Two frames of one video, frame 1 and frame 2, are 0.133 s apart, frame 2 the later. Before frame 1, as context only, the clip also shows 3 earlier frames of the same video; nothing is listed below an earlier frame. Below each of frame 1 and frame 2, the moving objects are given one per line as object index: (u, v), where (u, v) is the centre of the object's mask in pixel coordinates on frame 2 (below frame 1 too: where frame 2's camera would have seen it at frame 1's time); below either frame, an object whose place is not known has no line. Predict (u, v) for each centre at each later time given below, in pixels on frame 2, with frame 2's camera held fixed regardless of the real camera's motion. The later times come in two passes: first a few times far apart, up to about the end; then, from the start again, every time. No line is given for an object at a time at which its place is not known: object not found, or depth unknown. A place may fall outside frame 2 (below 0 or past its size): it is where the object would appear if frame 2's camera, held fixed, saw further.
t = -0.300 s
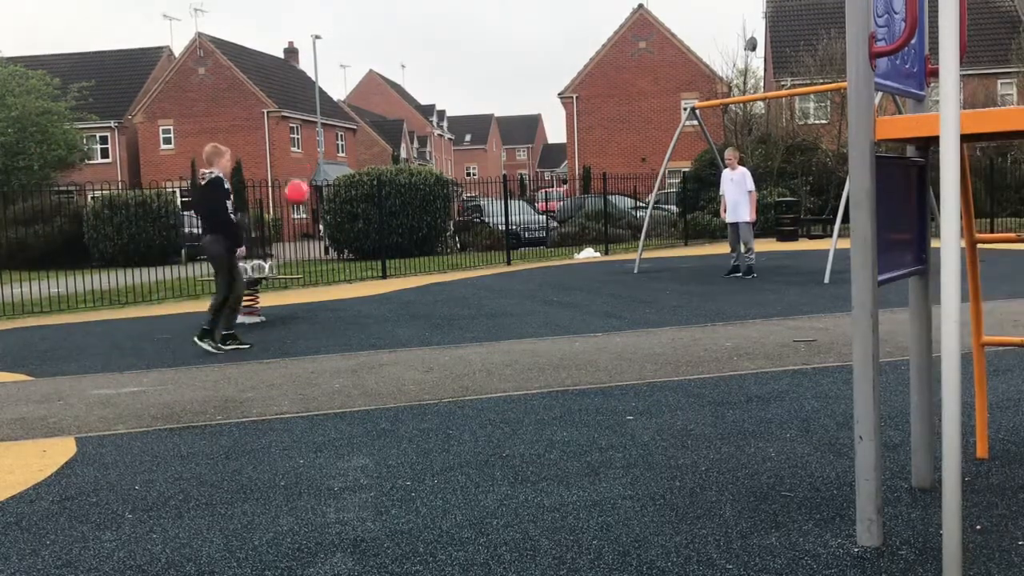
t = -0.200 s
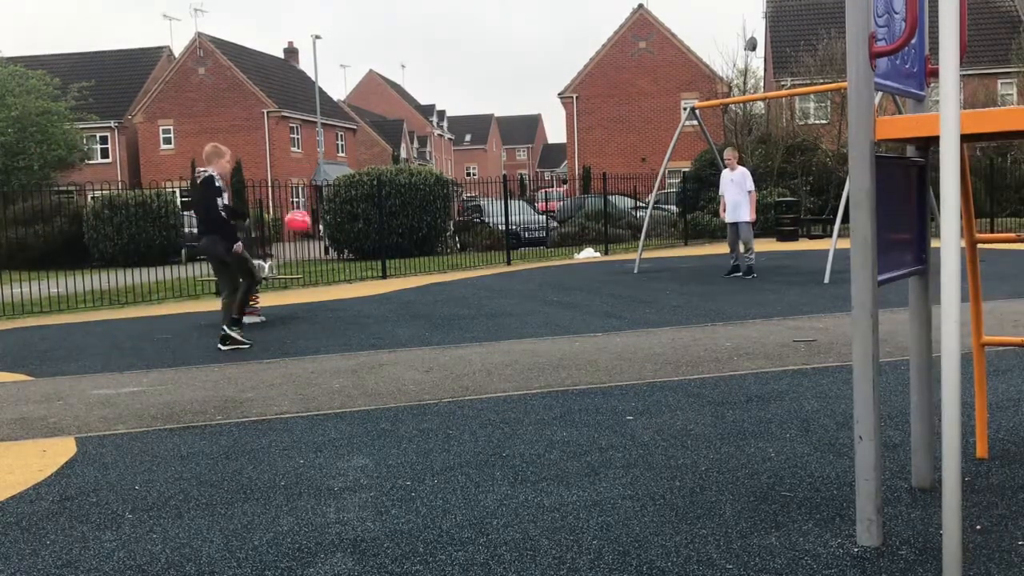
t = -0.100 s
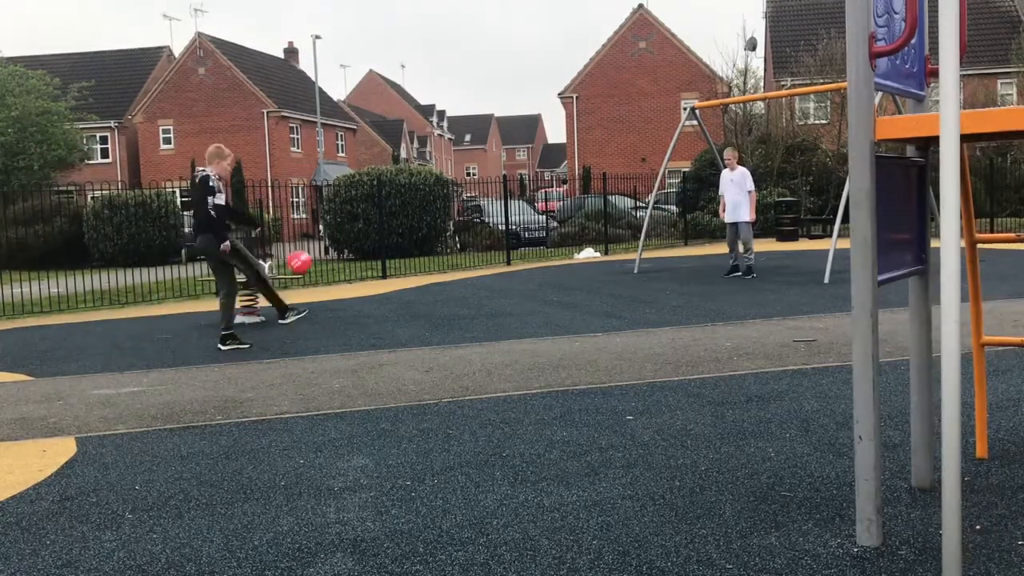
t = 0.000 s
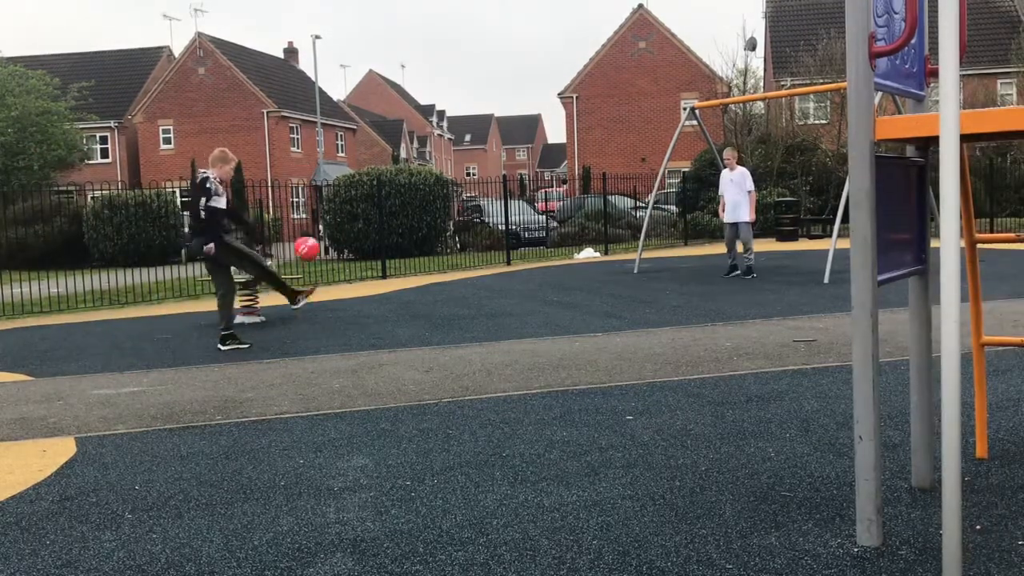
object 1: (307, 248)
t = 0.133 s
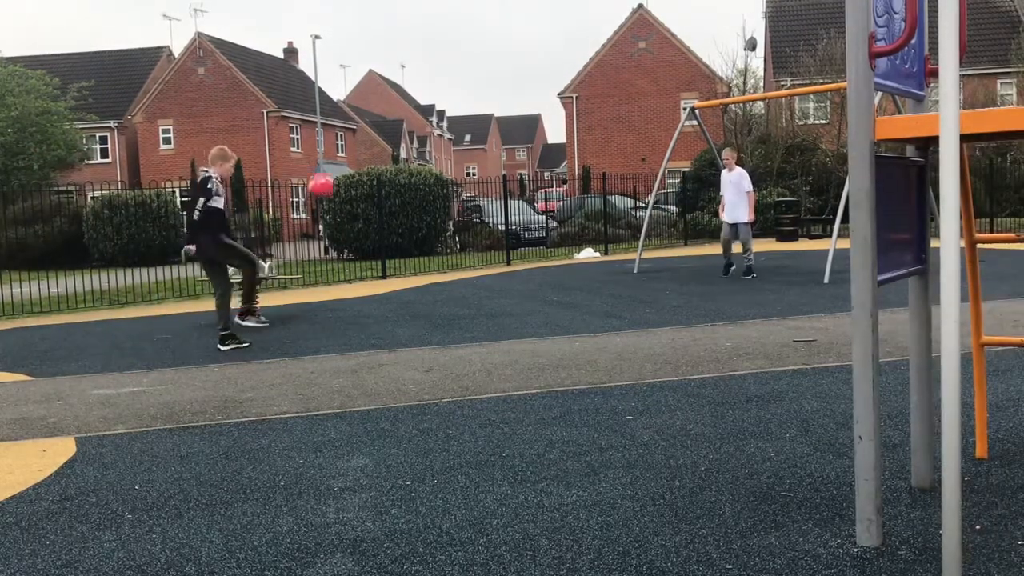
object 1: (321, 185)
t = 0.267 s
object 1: (336, 143)
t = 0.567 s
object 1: (371, 129)
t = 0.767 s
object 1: (395, 173)
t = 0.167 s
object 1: (325, 172)
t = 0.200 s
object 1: (328, 162)
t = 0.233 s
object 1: (333, 152)
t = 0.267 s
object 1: (336, 143)
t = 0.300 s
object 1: (340, 137)
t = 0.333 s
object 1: (344, 131)
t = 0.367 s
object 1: (347, 127)
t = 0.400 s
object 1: (351, 124)
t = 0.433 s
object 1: (355, 122)
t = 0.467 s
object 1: (358, 122)
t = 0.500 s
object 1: (363, 123)
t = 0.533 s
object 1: (367, 125)
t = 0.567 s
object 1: (371, 129)
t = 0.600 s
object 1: (375, 133)
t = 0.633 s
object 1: (379, 138)
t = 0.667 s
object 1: (383, 145)
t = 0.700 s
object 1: (387, 154)
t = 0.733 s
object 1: (391, 162)
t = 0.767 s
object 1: (395, 173)
